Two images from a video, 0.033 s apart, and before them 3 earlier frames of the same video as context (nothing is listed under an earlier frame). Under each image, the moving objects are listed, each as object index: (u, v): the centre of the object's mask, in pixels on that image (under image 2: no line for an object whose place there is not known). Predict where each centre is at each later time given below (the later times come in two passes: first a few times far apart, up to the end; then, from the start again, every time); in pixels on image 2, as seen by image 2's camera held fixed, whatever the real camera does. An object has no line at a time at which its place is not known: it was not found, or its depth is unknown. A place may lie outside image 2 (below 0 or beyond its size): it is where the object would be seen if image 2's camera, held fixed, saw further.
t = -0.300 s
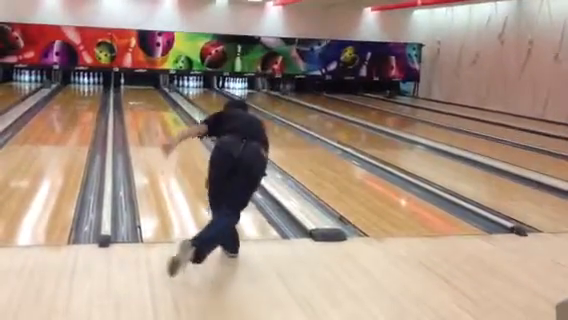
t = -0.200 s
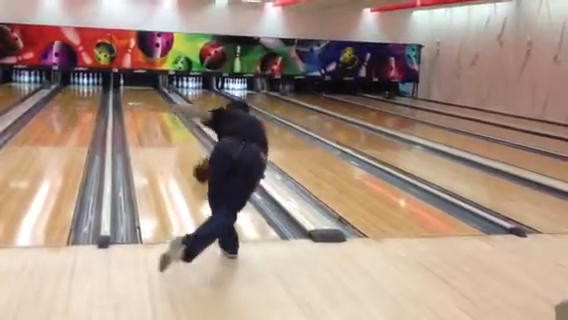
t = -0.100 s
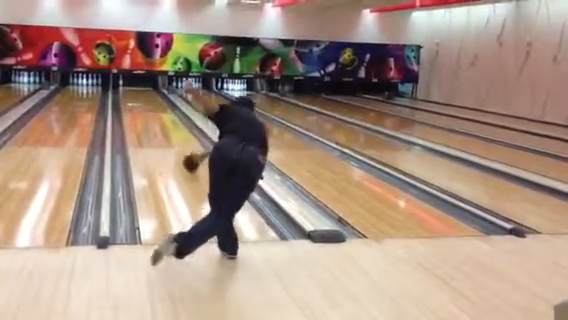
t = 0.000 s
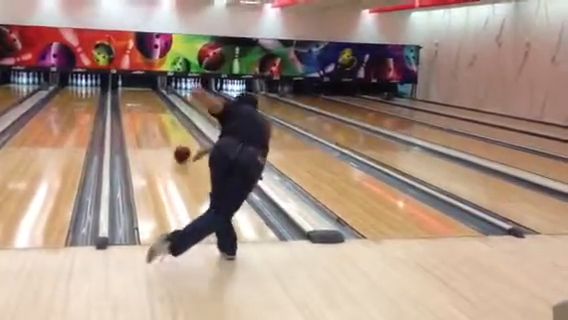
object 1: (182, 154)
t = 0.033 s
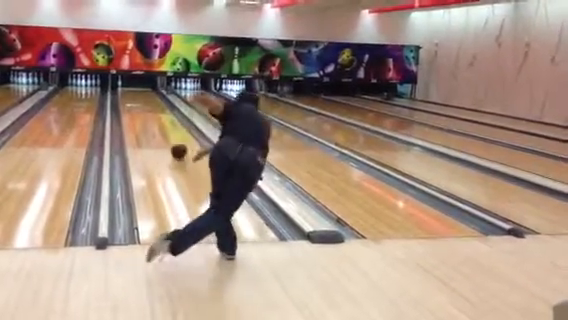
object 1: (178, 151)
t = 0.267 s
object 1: (163, 136)
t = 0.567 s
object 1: (149, 122)
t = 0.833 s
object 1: (139, 113)
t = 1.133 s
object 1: (130, 105)
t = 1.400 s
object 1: (125, 99)
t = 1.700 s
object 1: (121, 97)
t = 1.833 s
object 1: (118, 93)
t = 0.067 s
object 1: (176, 149)
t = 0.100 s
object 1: (173, 146)
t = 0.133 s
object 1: (171, 144)
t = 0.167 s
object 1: (169, 142)
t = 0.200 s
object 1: (167, 140)
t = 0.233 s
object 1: (165, 137)
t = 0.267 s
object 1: (163, 136)
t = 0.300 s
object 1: (161, 134)
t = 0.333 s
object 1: (159, 132)
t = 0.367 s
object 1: (157, 130)
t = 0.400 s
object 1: (156, 129)
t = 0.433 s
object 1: (154, 127)
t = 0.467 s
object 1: (152, 126)
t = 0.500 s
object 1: (151, 124)
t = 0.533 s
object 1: (149, 123)
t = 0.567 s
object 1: (149, 122)
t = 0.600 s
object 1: (146, 120)
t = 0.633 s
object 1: (145, 118)
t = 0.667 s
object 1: (144, 117)
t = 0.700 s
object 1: (143, 116)
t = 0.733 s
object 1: (141, 116)
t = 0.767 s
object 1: (141, 116)
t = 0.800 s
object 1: (139, 114)
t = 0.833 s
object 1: (139, 113)
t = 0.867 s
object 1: (137, 112)
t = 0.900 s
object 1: (136, 111)
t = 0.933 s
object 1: (135, 110)
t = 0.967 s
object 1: (134, 108)
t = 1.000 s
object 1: (132, 107)
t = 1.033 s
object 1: (132, 106)
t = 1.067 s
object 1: (131, 105)
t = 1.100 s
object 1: (131, 105)
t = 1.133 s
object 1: (130, 105)
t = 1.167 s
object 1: (128, 103)
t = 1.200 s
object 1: (128, 103)
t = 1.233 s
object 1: (127, 101)
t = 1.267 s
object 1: (127, 102)
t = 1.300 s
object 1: (127, 102)
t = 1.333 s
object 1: (126, 101)
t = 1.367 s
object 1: (125, 100)
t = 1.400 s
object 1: (125, 99)
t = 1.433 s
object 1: (124, 99)
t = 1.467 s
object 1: (122, 97)
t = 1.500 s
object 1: (123, 98)
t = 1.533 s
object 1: (122, 97)
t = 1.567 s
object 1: (121, 97)
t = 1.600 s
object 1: (121, 97)
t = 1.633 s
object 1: (121, 97)
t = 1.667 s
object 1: (121, 97)
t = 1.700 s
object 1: (121, 97)
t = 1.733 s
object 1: (121, 97)
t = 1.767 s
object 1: (117, 93)
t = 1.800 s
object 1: (118, 93)
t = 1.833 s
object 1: (118, 93)
